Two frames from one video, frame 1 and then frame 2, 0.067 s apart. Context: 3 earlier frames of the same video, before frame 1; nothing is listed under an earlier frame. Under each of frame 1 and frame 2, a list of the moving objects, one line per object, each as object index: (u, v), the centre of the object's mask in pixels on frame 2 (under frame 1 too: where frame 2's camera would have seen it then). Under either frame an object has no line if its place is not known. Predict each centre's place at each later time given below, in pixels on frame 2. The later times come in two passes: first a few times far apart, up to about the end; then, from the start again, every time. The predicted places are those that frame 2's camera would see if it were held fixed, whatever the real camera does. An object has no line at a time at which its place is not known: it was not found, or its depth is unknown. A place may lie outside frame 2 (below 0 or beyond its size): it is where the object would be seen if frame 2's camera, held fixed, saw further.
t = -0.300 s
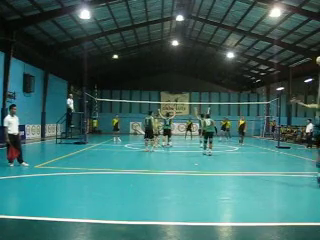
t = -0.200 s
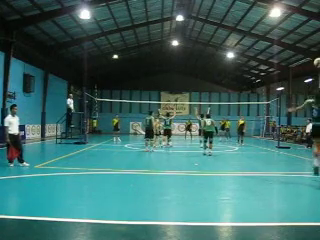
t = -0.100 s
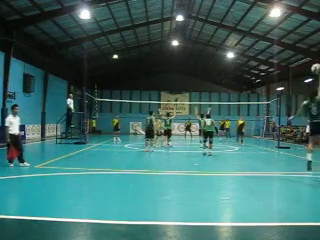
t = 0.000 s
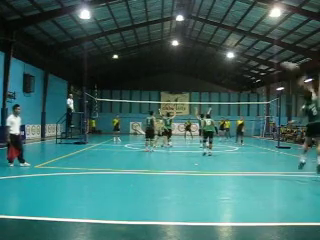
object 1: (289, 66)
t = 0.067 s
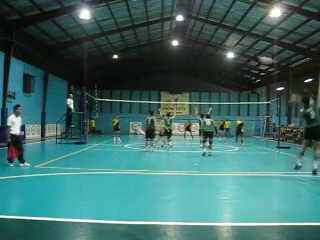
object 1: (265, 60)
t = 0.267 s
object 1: (218, 54)
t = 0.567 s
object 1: (179, 62)
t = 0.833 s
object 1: (160, 77)
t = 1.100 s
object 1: (149, 96)
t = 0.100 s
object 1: (255, 58)
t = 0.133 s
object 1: (246, 56)
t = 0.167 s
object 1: (239, 55)
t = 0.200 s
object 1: (230, 55)
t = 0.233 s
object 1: (223, 54)
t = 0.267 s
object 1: (218, 54)
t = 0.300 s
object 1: (212, 54)
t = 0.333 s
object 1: (207, 54)
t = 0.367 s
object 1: (202, 55)
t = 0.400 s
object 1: (197, 56)
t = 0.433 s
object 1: (193, 57)
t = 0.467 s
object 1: (189, 58)
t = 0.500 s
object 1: (186, 59)
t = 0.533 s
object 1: (182, 61)
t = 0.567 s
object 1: (179, 62)
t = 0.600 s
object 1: (176, 63)
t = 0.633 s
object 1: (174, 65)
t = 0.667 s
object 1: (171, 67)
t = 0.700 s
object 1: (169, 69)
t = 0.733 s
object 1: (166, 71)
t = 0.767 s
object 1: (164, 72)
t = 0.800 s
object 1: (162, 75)
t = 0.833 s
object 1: (160, 77)
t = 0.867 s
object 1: (158, 78)
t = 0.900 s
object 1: (157, 81)
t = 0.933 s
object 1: (155, 83)
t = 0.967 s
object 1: (154, 86)
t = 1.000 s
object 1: (152, 88)
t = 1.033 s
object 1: (151, 90)
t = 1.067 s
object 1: (150, 93)
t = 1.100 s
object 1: (149, 96)
